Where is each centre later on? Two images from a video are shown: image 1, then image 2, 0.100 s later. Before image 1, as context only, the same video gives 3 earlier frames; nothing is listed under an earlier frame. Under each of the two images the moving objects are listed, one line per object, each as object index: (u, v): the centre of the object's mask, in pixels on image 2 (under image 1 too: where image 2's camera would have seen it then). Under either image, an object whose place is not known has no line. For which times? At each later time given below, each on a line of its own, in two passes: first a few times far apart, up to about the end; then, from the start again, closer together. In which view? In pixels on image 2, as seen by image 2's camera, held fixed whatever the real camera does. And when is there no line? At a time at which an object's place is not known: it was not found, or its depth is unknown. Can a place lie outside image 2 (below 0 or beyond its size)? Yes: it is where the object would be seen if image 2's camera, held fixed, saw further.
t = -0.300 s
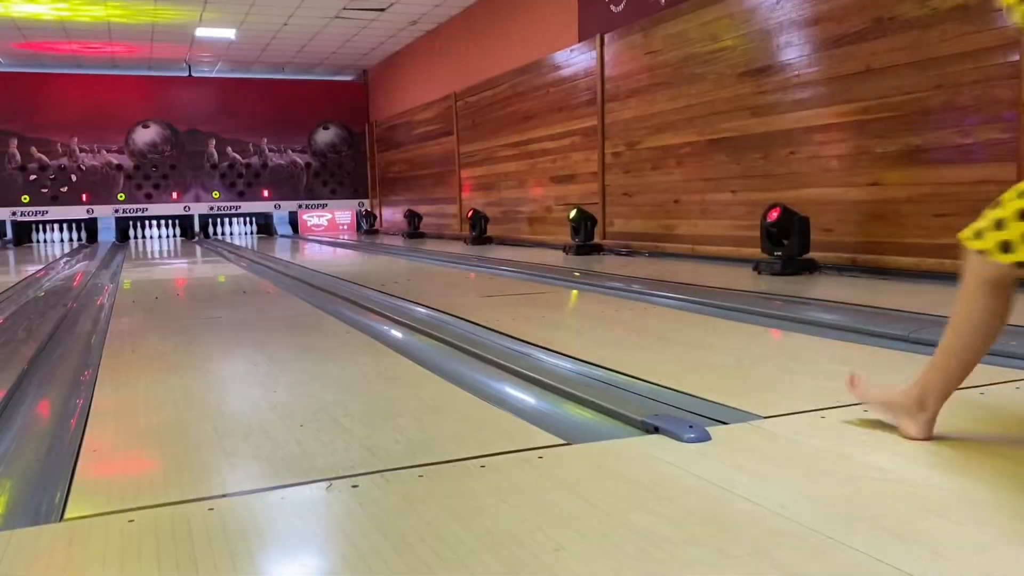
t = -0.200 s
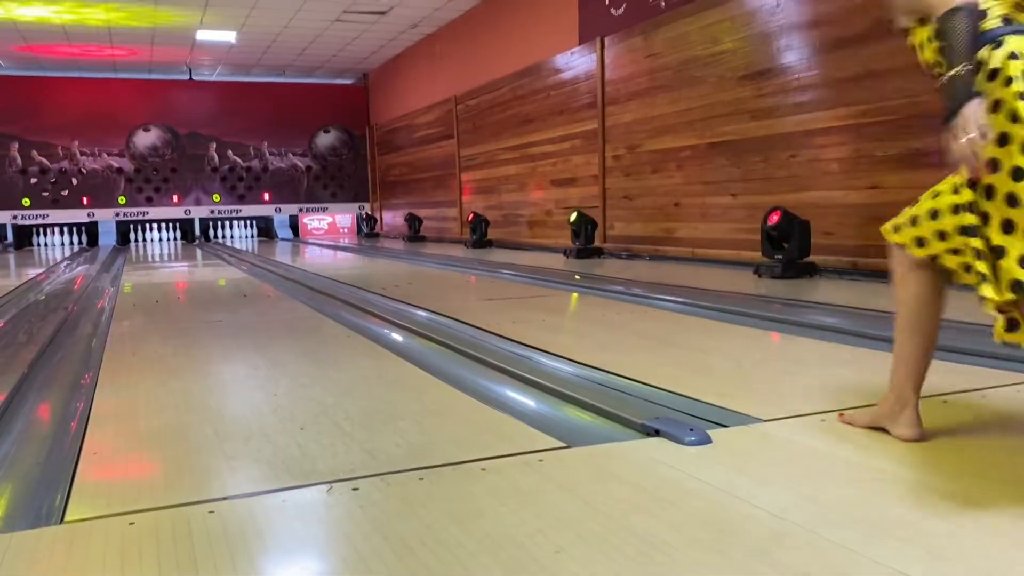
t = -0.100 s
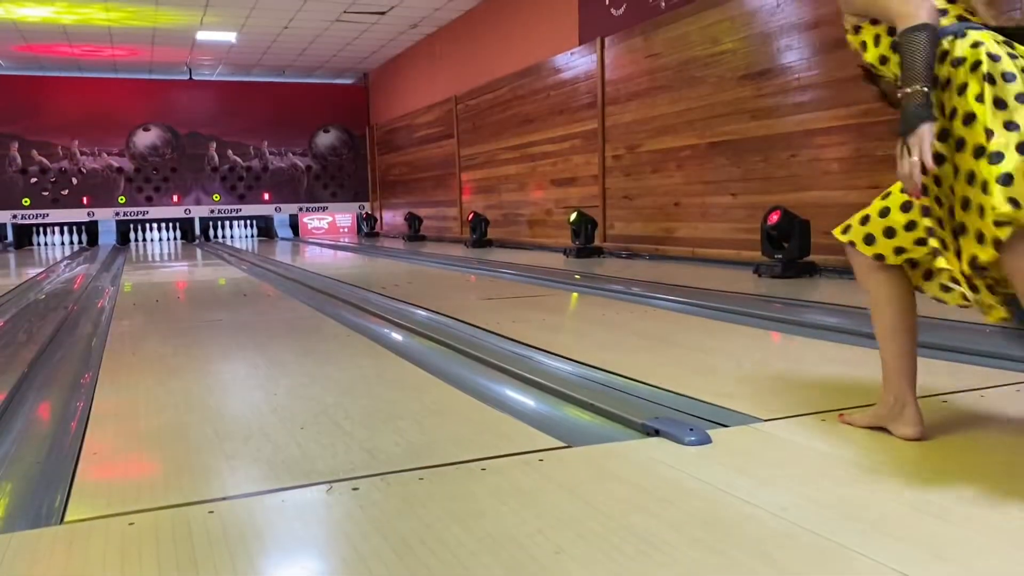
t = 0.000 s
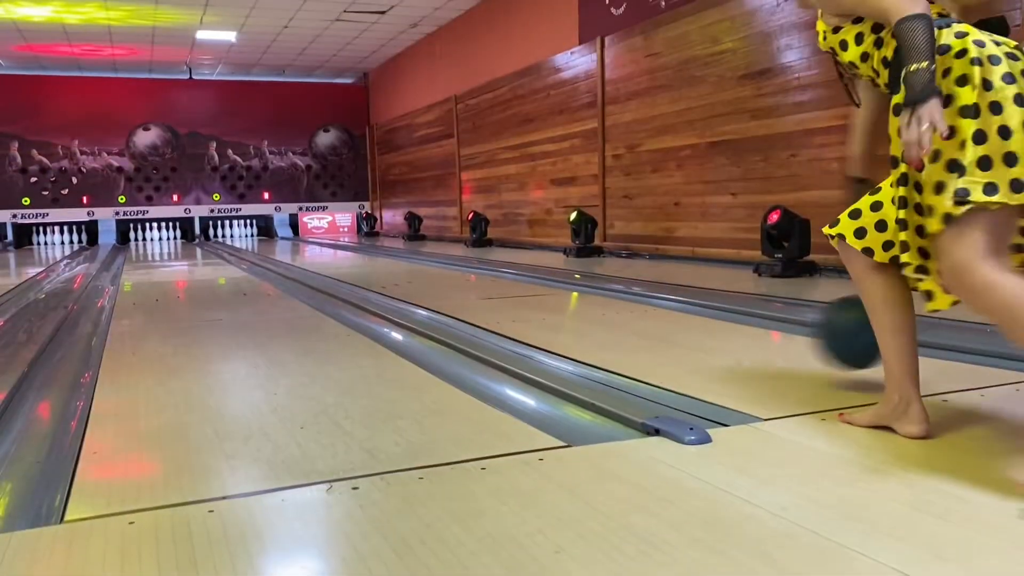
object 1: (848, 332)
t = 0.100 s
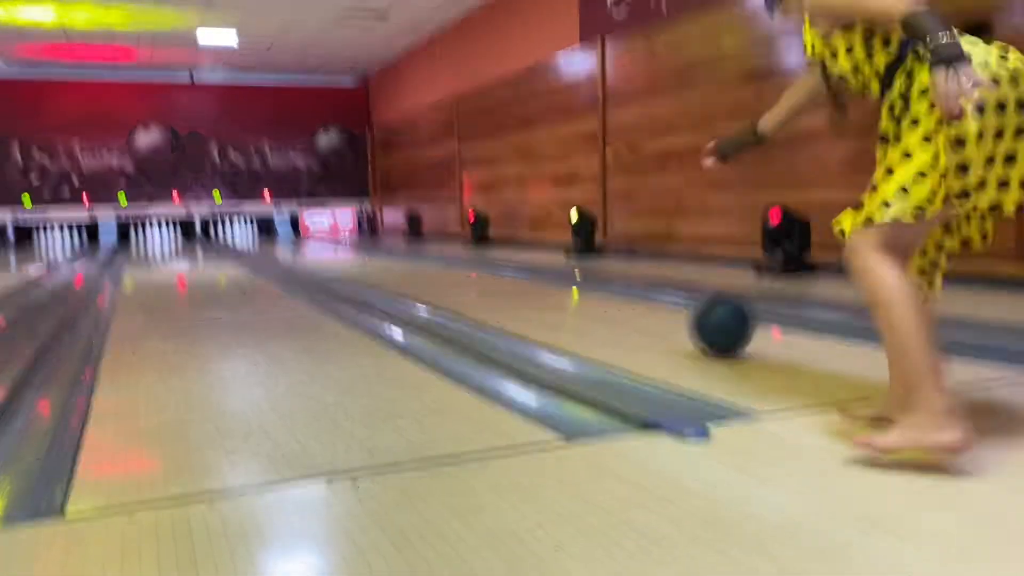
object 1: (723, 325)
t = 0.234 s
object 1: (609, 307)
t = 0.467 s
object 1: (493, 282)
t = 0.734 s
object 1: (417, 269)
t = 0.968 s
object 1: (373, 261)
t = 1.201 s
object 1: (342, 257)
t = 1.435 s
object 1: (318, 252)
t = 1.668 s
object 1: (299, 249)
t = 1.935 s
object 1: (282, 246)
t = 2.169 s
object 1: (270, 244)
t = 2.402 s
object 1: (260, 242)
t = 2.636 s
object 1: (250, 240)
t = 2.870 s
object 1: (243, 238)
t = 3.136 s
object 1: (235, 237)
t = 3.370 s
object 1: (230, 236)
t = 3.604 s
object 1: (224, 235)
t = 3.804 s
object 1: (222, 234)
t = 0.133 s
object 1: (689, 322)
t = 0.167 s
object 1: (659, 318)
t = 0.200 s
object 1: (632, 312)
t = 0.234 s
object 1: (609, 307)
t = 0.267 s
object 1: (587, 303)
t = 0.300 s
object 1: (568, 298)
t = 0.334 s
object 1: (550, 295)
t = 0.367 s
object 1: (534, 291)
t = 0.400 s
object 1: (519, 288)
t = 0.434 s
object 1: (506, 285)
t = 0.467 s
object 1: (493, 282)
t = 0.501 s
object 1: (481, 280)
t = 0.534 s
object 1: (470, 277)
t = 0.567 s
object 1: (460, 276)
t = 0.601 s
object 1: (450, 275)
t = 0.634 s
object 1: (441, 273)
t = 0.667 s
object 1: (433, 272)
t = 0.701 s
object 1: (425, 271)
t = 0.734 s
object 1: (417, 269)
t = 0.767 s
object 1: (410, 268)
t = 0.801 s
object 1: (403, 267)
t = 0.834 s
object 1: (396, 265)
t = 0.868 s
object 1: (390, 264)
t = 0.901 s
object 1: (384, 263)
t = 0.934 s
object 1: (378, 262)
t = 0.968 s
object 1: (373, 261)
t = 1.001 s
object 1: (368, 261)
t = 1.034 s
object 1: (364, 260)
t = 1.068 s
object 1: (359, 259)
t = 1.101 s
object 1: (354, 258)
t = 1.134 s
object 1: (350, 258)
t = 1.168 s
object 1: (346, 257)
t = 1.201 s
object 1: (342, 257)
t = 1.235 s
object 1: (338, 256)
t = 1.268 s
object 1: (334, 255)
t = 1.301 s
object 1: (331, 254)
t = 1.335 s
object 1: (328, 254)
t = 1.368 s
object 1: (324, 253)
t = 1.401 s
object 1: (321, 253)
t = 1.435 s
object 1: (318, 252)
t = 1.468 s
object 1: (315, 252)
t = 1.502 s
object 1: (312, 251)
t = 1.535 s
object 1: (310, 251)
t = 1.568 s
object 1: (307, 250)
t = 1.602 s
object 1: (304, 250)
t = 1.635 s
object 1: (302, 249)
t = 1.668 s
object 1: (299, 249)
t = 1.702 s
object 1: (297, 248)
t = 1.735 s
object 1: (295, 248)
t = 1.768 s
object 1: (293, 248)
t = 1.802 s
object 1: (291, 247)
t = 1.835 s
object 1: (288, 247)
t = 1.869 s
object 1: (286, 246)
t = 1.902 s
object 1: (284, 246)
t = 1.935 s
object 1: (282, 246)
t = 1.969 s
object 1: (281, 245)
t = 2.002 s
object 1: (279, 245)
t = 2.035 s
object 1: (277, 245)
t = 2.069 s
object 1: (275, 245)
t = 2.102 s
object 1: (273, 244)
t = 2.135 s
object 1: (271, 244)
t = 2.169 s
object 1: (270, 244)
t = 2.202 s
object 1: (268, 243)
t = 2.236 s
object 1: (267, 243)
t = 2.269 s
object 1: (265, 243)
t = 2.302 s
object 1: (264, 242)
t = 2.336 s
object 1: (263, 242)
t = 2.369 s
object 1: (261, 242)
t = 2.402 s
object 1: (260, 242)
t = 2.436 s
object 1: (258, 241)
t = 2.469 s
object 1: (257, 241)
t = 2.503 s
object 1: (255, 241)
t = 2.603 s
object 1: (252, 240)
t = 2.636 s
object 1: (250, 240)
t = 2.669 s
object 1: (249, 240)
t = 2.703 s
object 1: (248, 240)
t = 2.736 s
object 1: (247, 240)
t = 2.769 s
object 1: (246, 240)
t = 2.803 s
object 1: (245, 240)
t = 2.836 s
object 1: (243, 239)
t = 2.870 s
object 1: (243, 238)
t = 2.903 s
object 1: (242, 238)
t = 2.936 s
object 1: (241, 238)
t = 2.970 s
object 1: (240, 238)
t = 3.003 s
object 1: (238, 238)
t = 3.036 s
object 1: (237, 237)
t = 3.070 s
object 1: (236, 237)
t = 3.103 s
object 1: (236, 237)
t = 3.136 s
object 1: (235, 237)
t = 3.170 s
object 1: (234, 237)
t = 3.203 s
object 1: (233, 237)
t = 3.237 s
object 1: (232, 237)
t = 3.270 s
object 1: (231, 237)
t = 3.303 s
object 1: (231, 236)
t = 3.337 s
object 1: (230, 236)
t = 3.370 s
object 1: (230, 236)
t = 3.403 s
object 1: (228, 236)
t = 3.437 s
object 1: (228, 236)
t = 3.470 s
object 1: (227, 235)
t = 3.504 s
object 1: (227, 236)
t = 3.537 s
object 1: (226, 235)
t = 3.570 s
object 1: (226, 235)
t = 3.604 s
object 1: (224, 235)
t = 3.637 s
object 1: (224, 235)
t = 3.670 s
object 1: (223, 234)
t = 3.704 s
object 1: (222, 234)
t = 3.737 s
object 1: (221, 235)
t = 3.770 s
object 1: (222, 234)
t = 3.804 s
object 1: (222, 234)
